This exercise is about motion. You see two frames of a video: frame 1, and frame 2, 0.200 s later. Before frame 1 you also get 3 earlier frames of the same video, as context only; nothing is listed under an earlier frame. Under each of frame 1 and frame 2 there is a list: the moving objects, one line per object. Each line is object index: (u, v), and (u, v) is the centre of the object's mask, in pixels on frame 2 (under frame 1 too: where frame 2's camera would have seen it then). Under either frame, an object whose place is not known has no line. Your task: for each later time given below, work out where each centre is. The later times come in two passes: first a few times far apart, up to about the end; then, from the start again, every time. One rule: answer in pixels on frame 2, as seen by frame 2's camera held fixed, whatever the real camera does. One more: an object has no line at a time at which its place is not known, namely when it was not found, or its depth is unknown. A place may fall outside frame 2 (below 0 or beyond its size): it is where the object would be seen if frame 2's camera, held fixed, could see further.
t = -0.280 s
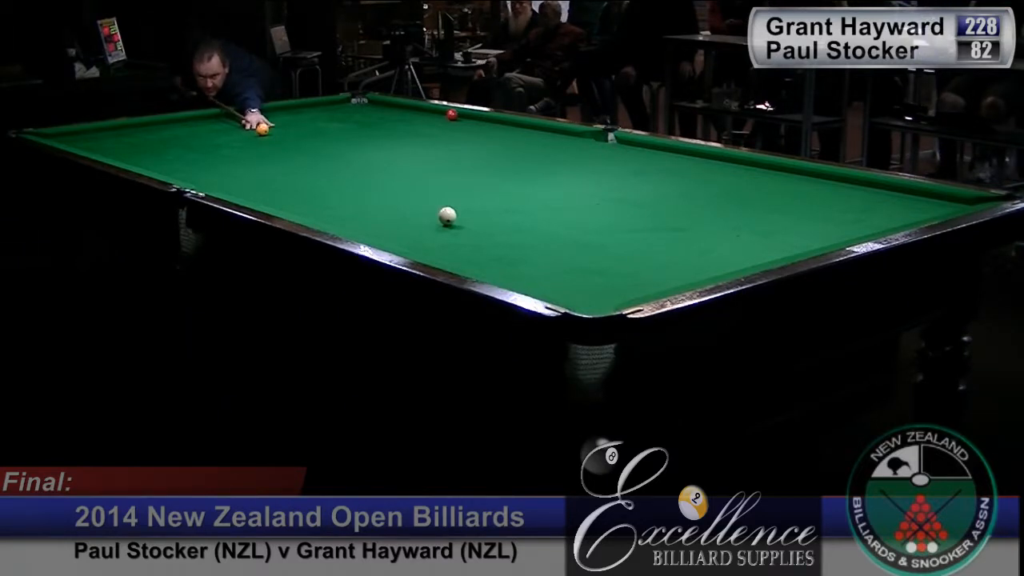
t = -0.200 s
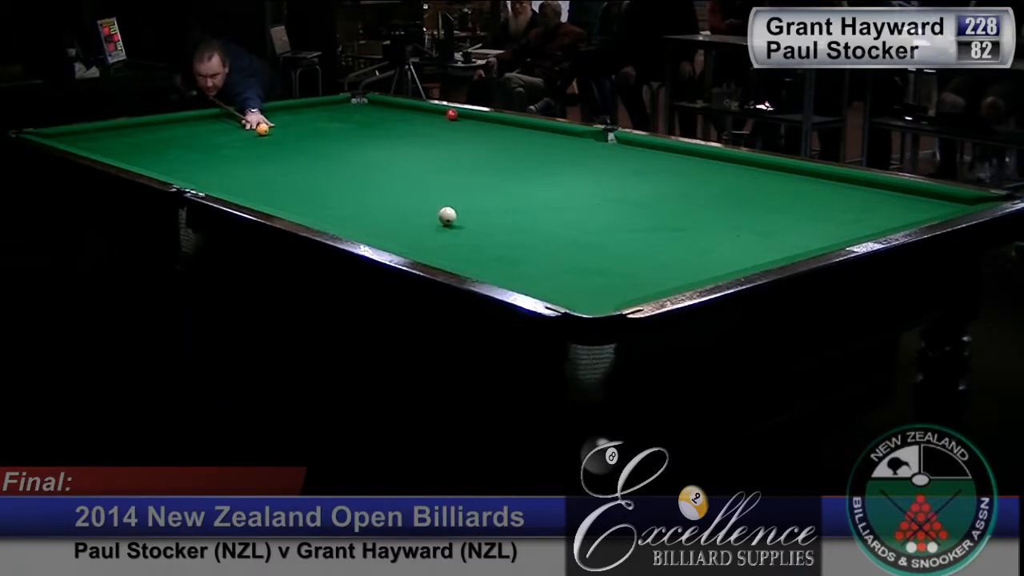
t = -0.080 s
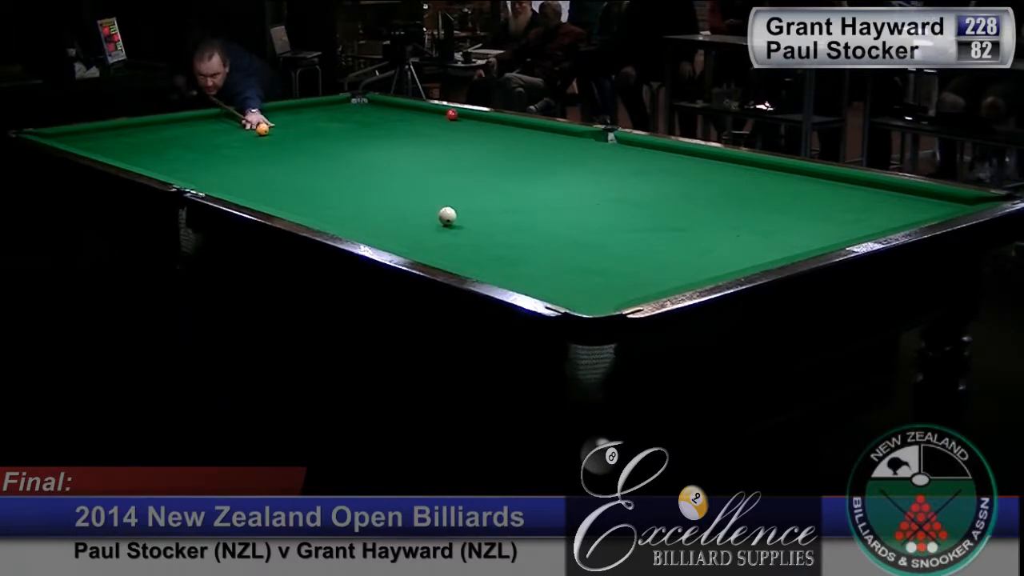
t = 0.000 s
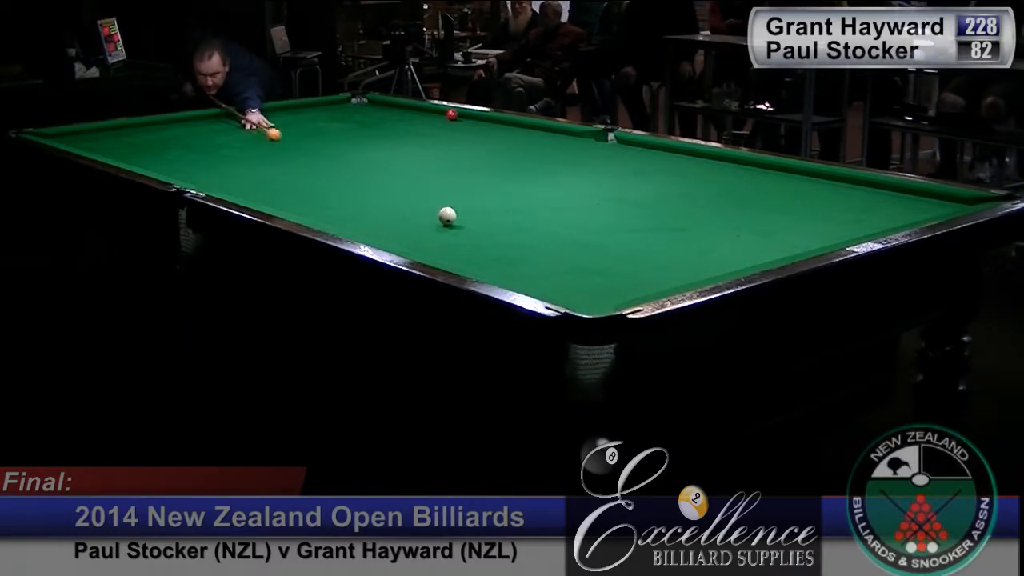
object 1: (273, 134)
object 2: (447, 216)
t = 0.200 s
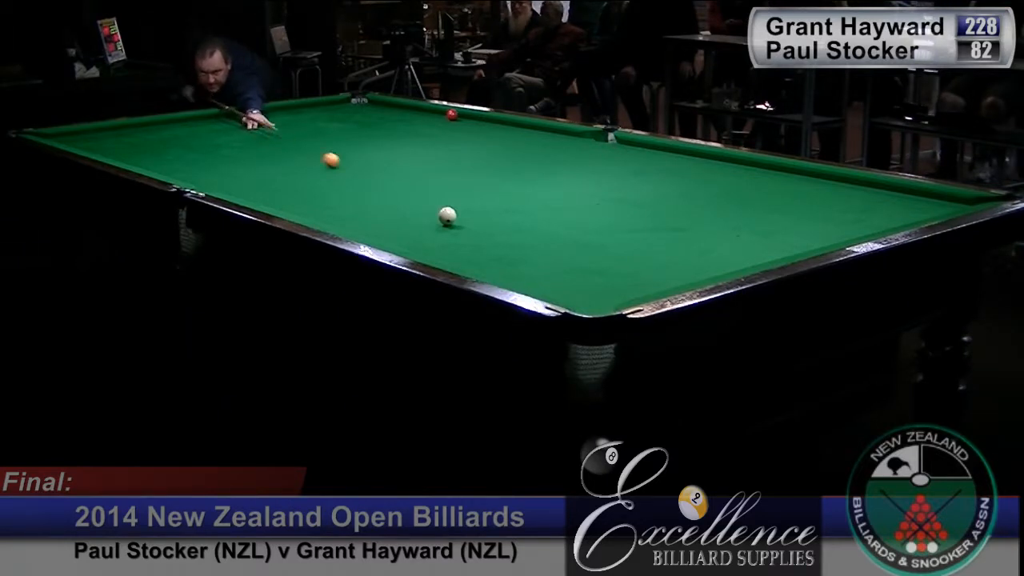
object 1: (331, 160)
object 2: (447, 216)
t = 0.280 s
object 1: (356, 171)
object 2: (447, 216)
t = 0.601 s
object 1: (487, 213)
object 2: (446, 233)
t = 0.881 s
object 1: (621, 223)
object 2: (530, 266)
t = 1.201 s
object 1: (789, 244)
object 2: (695, 271)
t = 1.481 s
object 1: (777, 229)
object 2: (725, 252)
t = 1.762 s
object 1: (737, 210)
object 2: (731, 229)
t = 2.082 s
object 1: (699, 192)
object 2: (736, 207)
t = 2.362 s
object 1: (671, 178)
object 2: (741, 191)
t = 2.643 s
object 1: (646, 166)
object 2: (745, 177)
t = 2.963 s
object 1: (622, 155)
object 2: (748, 164)
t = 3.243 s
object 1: (604, 147)
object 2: (714, 161)
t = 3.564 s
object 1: (586, 138)
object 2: (665, 160)
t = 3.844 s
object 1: (568, 132)
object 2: (626, 159)
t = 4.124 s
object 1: (539, 130)
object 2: (589, 158)
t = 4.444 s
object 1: (508, 127)
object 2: (550, 158)
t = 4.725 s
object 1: (484, 125)
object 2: (518, 158)
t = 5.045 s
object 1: (459, 123)
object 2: (484, 157)
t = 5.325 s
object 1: (440, 121)
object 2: (457, 157)
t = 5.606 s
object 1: (422, 120)
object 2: (433, 157)
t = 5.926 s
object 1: (404, 119)
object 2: (407, 157)
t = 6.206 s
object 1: (391, 118)
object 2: (387, 157)
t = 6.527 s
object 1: (377, 117)
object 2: (367, 157)
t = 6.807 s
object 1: (367, 116)
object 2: (352, 157)
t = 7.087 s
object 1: (359, 115)
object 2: (339, 157)
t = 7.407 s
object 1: (351, 115)
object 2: (325, 157)
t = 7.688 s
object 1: (346, 114)
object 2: (316, 157)
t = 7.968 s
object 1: (343, 114)
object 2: (309, 157)
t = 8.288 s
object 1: (340, 113)
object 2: (303, 157)
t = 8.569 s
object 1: (339, 113)
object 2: (299, 157)
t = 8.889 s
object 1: (339, 113)
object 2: (298, 157)
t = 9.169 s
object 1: (339, 113)
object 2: (298, 157)
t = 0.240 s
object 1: (343, 165)
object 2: (447, 216)
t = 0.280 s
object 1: (356, 171)
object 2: (447, 216)
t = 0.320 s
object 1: (370, 178)
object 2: (447, 216)
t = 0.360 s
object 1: (384, 184)
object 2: (447, 216)
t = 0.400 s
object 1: (399, 190)
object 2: (447, 216)
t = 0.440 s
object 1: (415, 197)
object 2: (447, 216)
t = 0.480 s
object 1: (432, 205)
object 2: (447, 216)
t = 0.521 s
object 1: (452, 207)
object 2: (447, 217)
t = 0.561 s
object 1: (469, 212)
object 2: (447, 224)
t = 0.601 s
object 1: (487, 213)
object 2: (446, 233)
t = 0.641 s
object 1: (505, 213)
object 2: (446, 243)
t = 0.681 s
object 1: (524, 214)
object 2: (446, 250)
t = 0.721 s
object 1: (543, 215)
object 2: (446, 256)
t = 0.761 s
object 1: (562, 217)
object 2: (461, 260)
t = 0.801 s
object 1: (581, 219)
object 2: (486, 263)
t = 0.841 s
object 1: (600, 221)
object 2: (508, 265)
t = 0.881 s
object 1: (621, 223)
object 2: (530, 266)
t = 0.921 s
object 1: (641, 226)
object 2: (551, 267)
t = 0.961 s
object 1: (661, 228)
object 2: (572, 268)
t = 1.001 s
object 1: (682, 231)
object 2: (592, 269)
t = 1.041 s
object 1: (703, 233)
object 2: (613, 270)
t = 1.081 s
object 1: (724, 236)
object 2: (634, 270)
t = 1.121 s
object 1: (746, 239)
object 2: (654, 271)
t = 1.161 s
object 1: (767, 241)
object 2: (675, 272)
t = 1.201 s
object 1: (789, 244)
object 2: (695, 271)
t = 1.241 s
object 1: (810, 243)
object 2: (716, 269)
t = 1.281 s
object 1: (814, 242)
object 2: (722, 267)
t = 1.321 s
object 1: (805, 241)
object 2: (722, 265)
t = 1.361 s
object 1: (796, 238)
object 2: (723, 263)
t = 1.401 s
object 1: (789, 235)
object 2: (724, 259)
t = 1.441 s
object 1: (782, 232)
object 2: (725, 256)
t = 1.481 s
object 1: (777, 229)
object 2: (725, 252)
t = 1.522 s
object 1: (770, 226)
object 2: (726, 249)
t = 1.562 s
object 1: (764, 223)
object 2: (727, 245)
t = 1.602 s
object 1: (758, 220)
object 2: (728, 242)
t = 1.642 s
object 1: (753, 218)
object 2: (729, 238)
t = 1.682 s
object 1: (747, 215)
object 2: (729, 235)
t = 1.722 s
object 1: (742, 212)
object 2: (730, 232)
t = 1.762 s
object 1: (737, 210)
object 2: (731, 229)
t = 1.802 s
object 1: (731, 207)
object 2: (732, 226)
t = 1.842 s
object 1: (726, 205)
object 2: (732, 223)
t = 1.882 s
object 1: (721, 203)
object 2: (733, 220)
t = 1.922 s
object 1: (716, 201)
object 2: (734, 217)
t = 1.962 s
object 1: (712, 198)
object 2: (734, 215)
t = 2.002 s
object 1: (707, 196)
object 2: (735, 212)
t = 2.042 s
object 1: (703, 194)
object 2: (736, 209)
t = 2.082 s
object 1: (699, 192)
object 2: (736, 207)
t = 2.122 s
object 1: (694, 190)
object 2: (737, 204)
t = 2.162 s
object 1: (690, 188)
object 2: (738, 202)
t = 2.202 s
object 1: (686, 186)
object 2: (738, 200)
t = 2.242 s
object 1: (682, 184)
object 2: (739, 198)
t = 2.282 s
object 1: (678, 182)
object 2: (739, 195)
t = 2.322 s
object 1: (674, 180)
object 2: (740, 193)
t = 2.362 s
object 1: (671, 178)
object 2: (741, 191)
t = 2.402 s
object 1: (667, 177)
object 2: (741, 189)
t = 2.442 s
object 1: (663, 175)
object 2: (742, 187)
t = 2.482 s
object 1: (660, 173)
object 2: (742, 185)
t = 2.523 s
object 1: (656, 171)
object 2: (743, 183)
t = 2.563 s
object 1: (653, 170)
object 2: (743, 181)
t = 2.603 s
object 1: (649, 168)
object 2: (744, 179)
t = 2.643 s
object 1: (646, 166)
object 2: (745, 177)
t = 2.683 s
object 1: (643, 165)
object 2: (745, 175)
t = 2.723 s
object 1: (640, 164)
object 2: (745, 174)
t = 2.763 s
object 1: (637, 162)
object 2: (746, 172)
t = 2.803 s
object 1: (634, 161)
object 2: (746, 170)
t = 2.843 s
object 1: (631, 159)
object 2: (747, 169)
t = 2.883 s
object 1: (628, 158)
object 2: (747, 167)
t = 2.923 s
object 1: (625, 156)
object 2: (748, 165)
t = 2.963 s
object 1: (622, 155)
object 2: (748, 164)
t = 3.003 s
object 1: (620, 154)
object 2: (749, 162)
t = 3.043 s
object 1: (617, 153)
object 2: (746, 161)
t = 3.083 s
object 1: (614, 151)
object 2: (739, 161)
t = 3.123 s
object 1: (612, 150)
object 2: (732, 161)
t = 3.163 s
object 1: (609, 149)
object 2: (726, 161)
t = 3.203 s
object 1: (607, 148)
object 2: (720, 161)
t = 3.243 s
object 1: (604, 147)
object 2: (714, 161)
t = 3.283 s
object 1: (602, 145)
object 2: (708, 160)
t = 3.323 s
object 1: (599, 144)
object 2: (701, 160)
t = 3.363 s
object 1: (597, 143)
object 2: (695, 160)
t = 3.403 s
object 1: (595, 142)
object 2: (689, 160)
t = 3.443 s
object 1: (592, 141)
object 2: (683, 160)
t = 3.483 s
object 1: (590, 140)
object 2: (677, 160)
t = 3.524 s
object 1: (588, 139)
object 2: (672, 160)
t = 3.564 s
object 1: (586, 138)
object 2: (665, 160)
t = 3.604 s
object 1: (584, 137)
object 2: (660, 159)
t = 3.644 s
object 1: (582, 136)
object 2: (654, 160)
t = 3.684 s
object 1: (580, 135)
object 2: (649, 159)
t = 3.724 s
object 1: (578, 134)
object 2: (643, 159)
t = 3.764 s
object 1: (576, 133)
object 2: (637, 159)
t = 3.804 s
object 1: (572, 132)
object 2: (631, 159)
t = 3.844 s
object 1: (568, 132)
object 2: (626, 159)
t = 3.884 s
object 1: (563, 131)
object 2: (621, 159)
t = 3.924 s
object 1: (559, 131)
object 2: (615, 159)
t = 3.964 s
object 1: (555, 131)
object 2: (610, 159)
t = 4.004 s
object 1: (551, 130)
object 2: (605, 159)
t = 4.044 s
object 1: (547, 130)
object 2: (599, 158)
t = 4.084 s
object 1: (543, 130)
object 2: (594, 159)
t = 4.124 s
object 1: (539, 130)
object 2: (589, 158)
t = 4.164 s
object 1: (534, 129)
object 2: (584, 158)
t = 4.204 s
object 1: (530, 129)
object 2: (579, 158)
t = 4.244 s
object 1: (527, 128)
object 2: (574, 158)
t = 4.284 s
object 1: (523, 128)
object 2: (569, 158)
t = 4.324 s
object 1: (519, 128)
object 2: (564, 158)
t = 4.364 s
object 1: (515, 128)
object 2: (559, 158)
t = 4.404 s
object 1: (512, 127)
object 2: (555, 158)
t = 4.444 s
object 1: (508, 127)
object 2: (550, 158)
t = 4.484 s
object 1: (504, 127)
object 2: (545, 158)
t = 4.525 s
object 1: (501, 127)
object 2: (540, 158)
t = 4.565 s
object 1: (497, 126)
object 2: (536, 158)
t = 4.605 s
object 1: (494, 126)
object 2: (531, 158)
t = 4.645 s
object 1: (491, 126)
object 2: (527, 158)
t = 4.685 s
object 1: (487, 125)
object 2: (522, 158)
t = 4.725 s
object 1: (484, 125)
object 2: (518, 158)
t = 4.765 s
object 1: (480, 125)
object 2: (513, 158)
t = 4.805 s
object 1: (477, 125)
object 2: (509, 158)
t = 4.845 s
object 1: (474, 124)
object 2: (505, 157)
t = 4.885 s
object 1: (471, 124)
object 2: (500, 157)
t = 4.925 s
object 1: (468, 124)
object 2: (496, 158)
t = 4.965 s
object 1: (466, 124)
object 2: (492, 158)
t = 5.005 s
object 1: (462, 123)
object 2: (488, 158)
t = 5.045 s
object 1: (459, 123)
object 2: (484, 157)
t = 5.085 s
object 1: (456, 123)
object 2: (480, 158)
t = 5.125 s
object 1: (453, 123)
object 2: (476, 157)
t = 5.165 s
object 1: (451, 122)
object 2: (472, 157)
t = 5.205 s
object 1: (448, 122)
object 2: (469, 157)
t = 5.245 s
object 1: (445, 122)
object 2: (465, 157)
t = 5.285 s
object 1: (442, 121)
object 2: (461, 157)
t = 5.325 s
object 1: (440, 121)
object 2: (457, 157)
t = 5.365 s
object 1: (437, 121)
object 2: (454, 157)
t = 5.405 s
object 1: (434, 121)
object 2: (450, 157)
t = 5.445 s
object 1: (432, 121)
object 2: (447, 157)
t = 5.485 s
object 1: (429, 121)
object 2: (443, 157)
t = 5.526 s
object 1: (427, 121)
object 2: (439, 157)
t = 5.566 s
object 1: (425, 121)
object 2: (436, 157)
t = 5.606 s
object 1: (422, 120)
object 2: (433, 157)
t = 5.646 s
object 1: (420, 120)
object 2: (429, 157)
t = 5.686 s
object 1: (417, 120)
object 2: (426, 157)
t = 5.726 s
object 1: (415, 120)
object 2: (423, 157)
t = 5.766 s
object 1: (413, 120)
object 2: (419, 157)
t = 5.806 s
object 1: (411, 119)
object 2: (417, 157)
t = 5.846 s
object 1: (409, 119)
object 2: (413, 157)
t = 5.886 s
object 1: (407, 119)
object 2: (410, 157)
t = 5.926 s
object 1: (404, 119)
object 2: (407, 157)
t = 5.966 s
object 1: (402, 119)
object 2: (404, 157)
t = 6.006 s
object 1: (400, 119)
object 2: (401, 157)
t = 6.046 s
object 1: (398, 118)
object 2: (398, 157)
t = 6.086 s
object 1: (396, 118)
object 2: (396, 157)
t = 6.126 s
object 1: (395, 118)
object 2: (393, 157)
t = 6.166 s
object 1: (393, 118)
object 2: (390, 157)
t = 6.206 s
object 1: (391, 118)
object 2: (387, 157)
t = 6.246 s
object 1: (389, 118)
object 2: (385, 157)
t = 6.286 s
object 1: (387, 117)
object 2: (382, 157)
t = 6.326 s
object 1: (385, 118)
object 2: (379, 157)
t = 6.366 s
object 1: (384, 117)
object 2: (377, 157)
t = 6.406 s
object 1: (382, 117)
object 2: (374, 157)
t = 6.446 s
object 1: (380, 117)
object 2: (372, 157)
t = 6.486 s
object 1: (379, 117)
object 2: (370, 157)
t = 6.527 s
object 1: (377, 117)
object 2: (367, 157)
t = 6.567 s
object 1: (376, 117)
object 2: (365, 157)
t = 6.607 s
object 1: (374, 117)
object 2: (363, 157)
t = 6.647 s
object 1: (373, 117)
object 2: (360, 157)
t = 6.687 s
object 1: (371, 116)
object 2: (358, 157)
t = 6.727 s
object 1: (370, 116)
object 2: (356, 157)
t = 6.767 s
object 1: (369, 116)
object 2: (354, 157)
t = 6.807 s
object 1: (367, 116)
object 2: (352, 157)
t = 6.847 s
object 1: (366, 116)
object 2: (350, 157)
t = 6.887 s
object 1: (365, 116)
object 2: (348, 157)
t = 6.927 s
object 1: (364, 116)
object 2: (346, 157)
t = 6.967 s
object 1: (362, 116)
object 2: (344, 157)
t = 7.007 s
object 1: (361, 116)
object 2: (342, 157)
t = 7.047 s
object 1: (360, 116)
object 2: (340, 157)
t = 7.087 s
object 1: (359, 115)
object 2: (339, 157)
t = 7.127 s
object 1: (358, 115)
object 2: (337, 157)
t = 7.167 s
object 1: (357, 115)
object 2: (335, 157)
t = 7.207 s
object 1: (356, 115)
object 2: (333, 157)
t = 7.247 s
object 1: (355, 115)
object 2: (332, 157)
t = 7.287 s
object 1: (354, 115)
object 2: (330, 157)
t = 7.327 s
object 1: (353, 115)
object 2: (328, 157)
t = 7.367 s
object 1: (352, 115)
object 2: (327, 157)
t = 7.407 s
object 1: (351, 115)
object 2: (325, 157)
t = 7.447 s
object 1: (351, 115)
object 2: (324, 157)
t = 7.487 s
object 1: (350, 115)
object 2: (323, 157)
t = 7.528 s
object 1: (349, 114)
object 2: (321, 157)
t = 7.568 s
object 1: (348, 115)
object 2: (320, 157)
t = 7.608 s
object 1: (348, 114)
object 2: (319, 157)
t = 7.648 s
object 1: (347, 114)
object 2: (317, 157)
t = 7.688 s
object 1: (346, 114)
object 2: (316, 157)
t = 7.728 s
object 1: (346, 114)
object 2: (315, 157)
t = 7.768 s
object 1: (345, 114)
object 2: (314, 157)
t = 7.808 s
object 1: (344, 114)
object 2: (313, 157)
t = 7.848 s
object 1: (344, 114)
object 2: (312, 157)
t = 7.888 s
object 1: (343, 114)
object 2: (311, 157)
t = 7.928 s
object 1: (343, 114)
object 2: (310, 157)
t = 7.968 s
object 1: (343, 114)
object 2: (309, 157)
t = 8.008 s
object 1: (342, 114)
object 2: (308, 157)
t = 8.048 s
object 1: (342, 114)
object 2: (307, 157)
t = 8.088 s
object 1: (342, 114)
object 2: (306, 157)
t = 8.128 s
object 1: (341, 114)
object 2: (305, 157)
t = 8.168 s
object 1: (341, 114)
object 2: (305, 157)
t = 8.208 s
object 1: (340, 114)
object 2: (304, 157)
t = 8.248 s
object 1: (340, 114)
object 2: (303, 157)
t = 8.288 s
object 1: (340, 113)
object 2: (303, 157)
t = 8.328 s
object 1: (340, 114)
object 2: (302, 157)
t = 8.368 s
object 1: (340, 113)
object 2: (301, 157)
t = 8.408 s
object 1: (339, 114)
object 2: (301, 157)
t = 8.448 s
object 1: (339, 114)
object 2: (301, 157)
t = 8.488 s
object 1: (339, 114)
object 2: (300, 157)
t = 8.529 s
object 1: (339, 114)
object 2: (300, 157)
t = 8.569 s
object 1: (339, 113)
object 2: (299, 157)
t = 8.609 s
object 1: (339, 113)
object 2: (299, 157)
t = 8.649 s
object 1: (339, 113)
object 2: (299, 157)
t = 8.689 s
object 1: (339, 113)
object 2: (298, 157)
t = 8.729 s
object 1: (339, 113)
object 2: (298, 157)
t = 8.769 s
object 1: (339, 113)
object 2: (298, 157)
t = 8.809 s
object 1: (339, 113)
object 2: (298, 157)
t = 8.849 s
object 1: (339, 113)
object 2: (298, 157)
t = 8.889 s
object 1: (339, 113)
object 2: (298, 157)
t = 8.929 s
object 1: (339, 113)
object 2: (298, 157)
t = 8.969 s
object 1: (339, 113)
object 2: (298, 157)
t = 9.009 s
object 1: (339, 113)
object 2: (298, 157)
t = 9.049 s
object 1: (339, 113)
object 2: (298, 157)
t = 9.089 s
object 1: (339, 113)
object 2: (298, 157)
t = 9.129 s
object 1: (339, 113)
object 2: (298, 157)
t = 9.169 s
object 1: (339, 113)
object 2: (298, 157)
